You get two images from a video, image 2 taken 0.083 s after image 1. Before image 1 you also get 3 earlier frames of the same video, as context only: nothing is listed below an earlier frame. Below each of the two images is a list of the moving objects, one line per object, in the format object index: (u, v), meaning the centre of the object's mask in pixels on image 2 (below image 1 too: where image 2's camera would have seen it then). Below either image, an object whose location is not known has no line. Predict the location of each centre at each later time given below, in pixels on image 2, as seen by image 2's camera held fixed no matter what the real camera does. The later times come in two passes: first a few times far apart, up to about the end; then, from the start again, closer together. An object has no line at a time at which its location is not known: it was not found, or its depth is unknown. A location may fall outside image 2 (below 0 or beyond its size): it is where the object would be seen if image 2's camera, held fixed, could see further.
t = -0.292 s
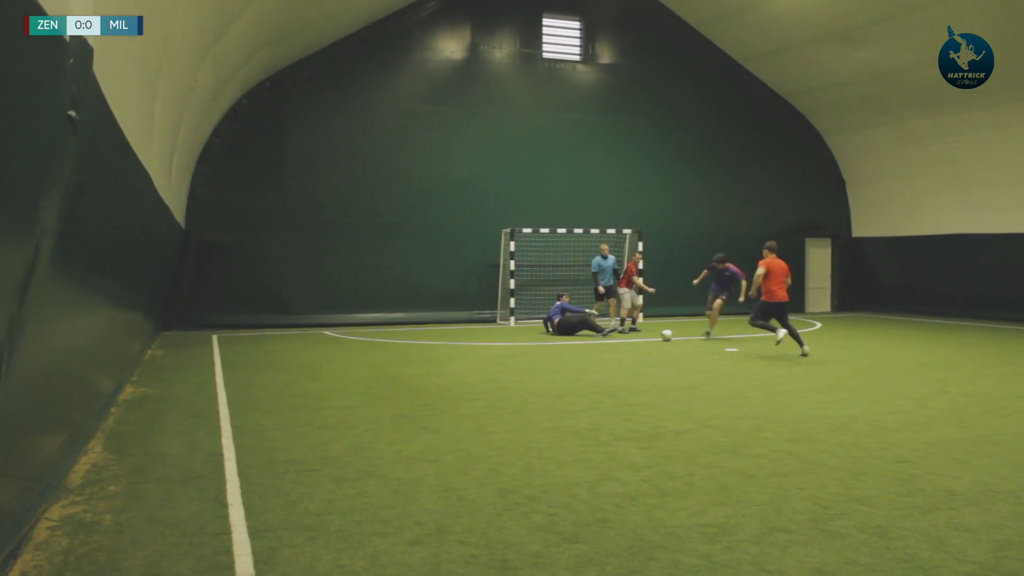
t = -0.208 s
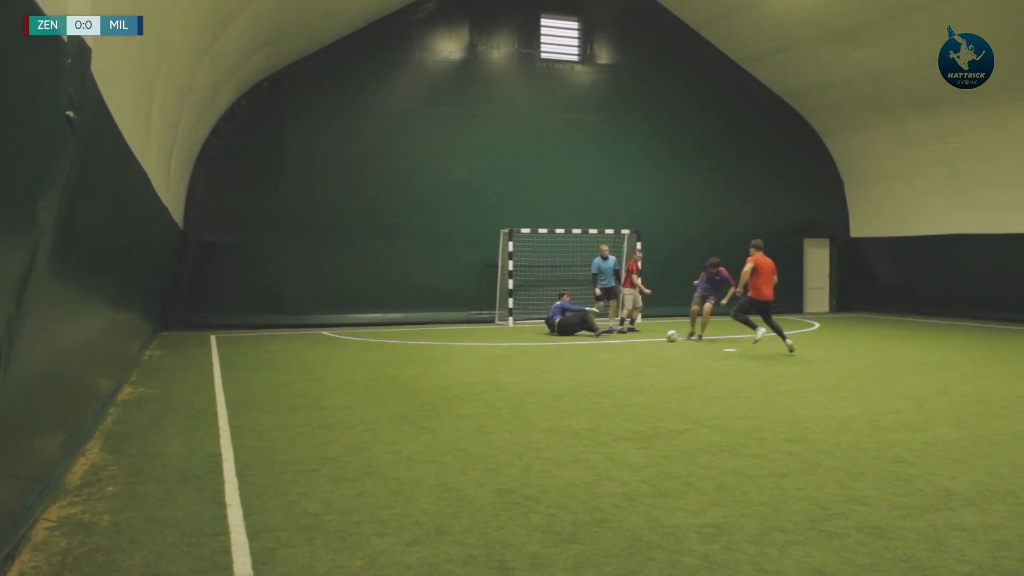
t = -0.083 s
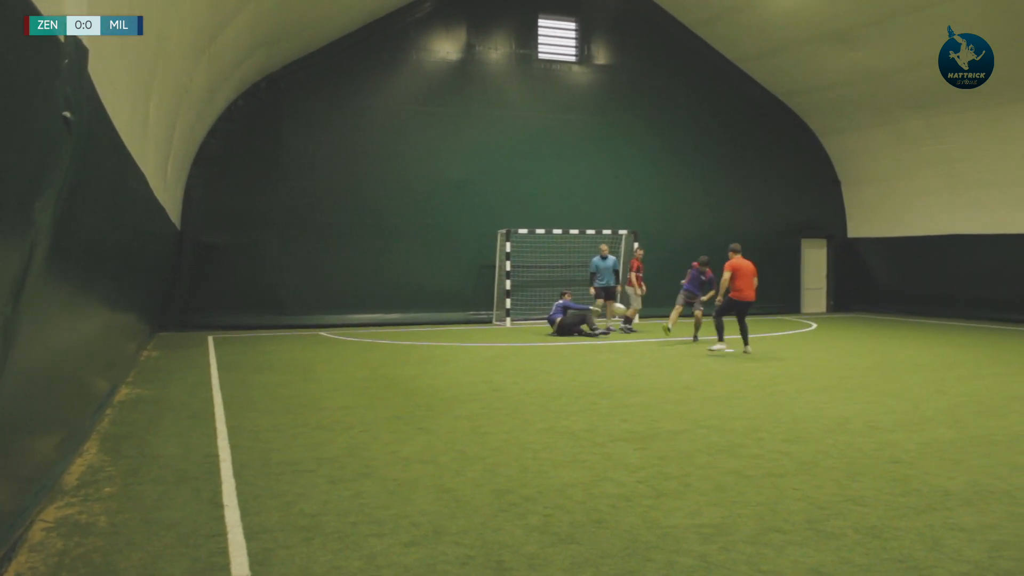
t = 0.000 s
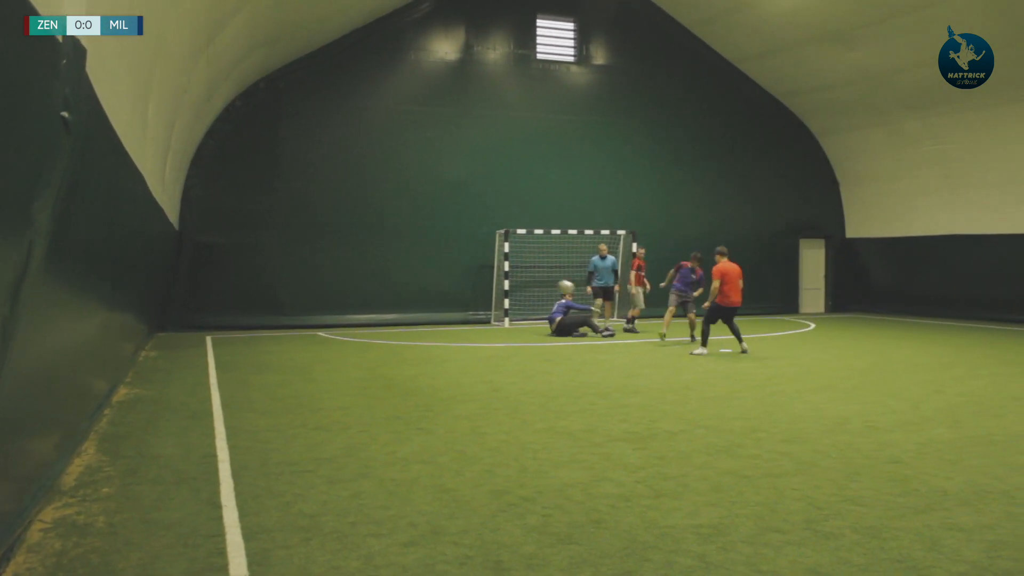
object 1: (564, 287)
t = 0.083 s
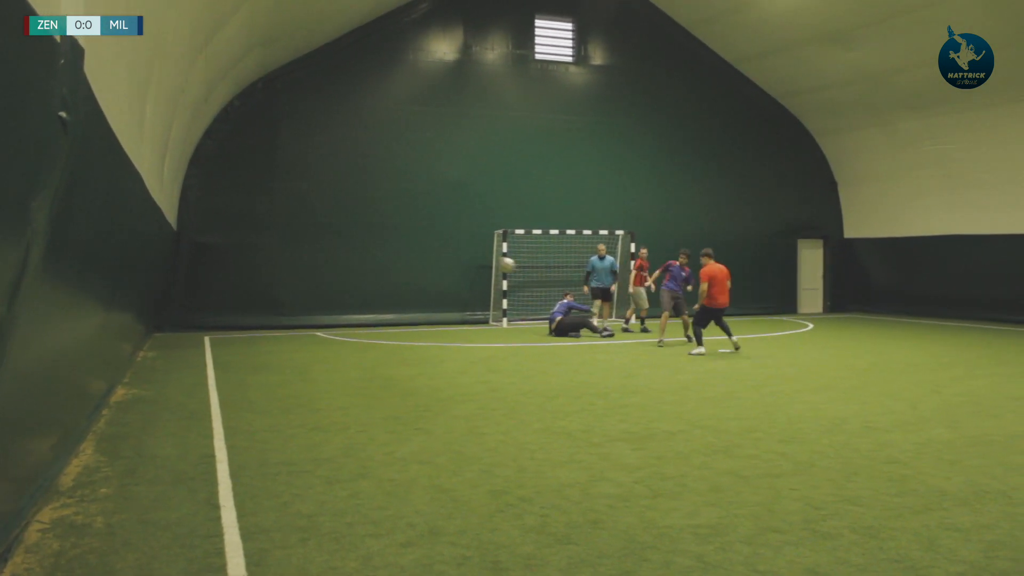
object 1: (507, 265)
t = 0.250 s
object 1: (369, 222)
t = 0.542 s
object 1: (174, 200)
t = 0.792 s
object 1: (222, 296)
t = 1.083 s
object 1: (284, 378)
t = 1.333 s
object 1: (338, 324)
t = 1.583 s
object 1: (399, 339)
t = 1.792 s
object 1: (454, 414)
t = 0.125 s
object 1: (475, 253)
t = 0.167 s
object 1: (441, 243)
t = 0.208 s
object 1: (406, 232)
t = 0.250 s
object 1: (369, 222)
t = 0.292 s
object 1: (328, 212)
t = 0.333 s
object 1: (287, 203)
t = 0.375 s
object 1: (241, 194)
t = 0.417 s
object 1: (194, 186)
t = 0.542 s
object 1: (174, 200)
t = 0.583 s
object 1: (182, 211)
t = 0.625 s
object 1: (189, 224)
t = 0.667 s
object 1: (197, 239)
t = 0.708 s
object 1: (206, 255)
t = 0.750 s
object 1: (215, 275)
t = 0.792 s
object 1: (222, 296)
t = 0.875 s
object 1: (241, 346)
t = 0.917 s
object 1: (250, 375)
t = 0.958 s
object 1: (260, 408)
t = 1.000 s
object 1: (269, 408)
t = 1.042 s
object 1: (277, 392)
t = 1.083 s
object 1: (284, 378)
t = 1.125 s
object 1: (293, 364)
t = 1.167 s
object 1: (302, 352)
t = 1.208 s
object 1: (311, 343)
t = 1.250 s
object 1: (320, 335)
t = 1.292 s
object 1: (328, 328)
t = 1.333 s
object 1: (338, 324)
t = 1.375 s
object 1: (348, 321)
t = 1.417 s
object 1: (358, 321)
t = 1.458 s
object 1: (368, 323)
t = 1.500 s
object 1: (377, 325)
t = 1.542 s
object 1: (388, 331)
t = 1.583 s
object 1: (399, 339)
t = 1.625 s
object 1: (409, 350)
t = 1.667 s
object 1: (420, 362)
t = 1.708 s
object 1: (431, 376)
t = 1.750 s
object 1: (443, 393)
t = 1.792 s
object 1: (454, 414)
